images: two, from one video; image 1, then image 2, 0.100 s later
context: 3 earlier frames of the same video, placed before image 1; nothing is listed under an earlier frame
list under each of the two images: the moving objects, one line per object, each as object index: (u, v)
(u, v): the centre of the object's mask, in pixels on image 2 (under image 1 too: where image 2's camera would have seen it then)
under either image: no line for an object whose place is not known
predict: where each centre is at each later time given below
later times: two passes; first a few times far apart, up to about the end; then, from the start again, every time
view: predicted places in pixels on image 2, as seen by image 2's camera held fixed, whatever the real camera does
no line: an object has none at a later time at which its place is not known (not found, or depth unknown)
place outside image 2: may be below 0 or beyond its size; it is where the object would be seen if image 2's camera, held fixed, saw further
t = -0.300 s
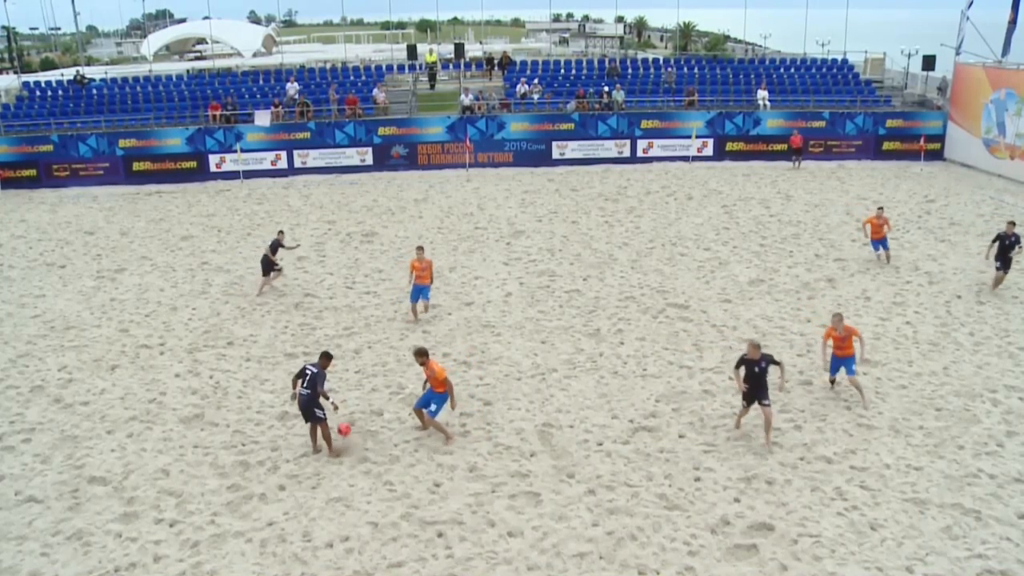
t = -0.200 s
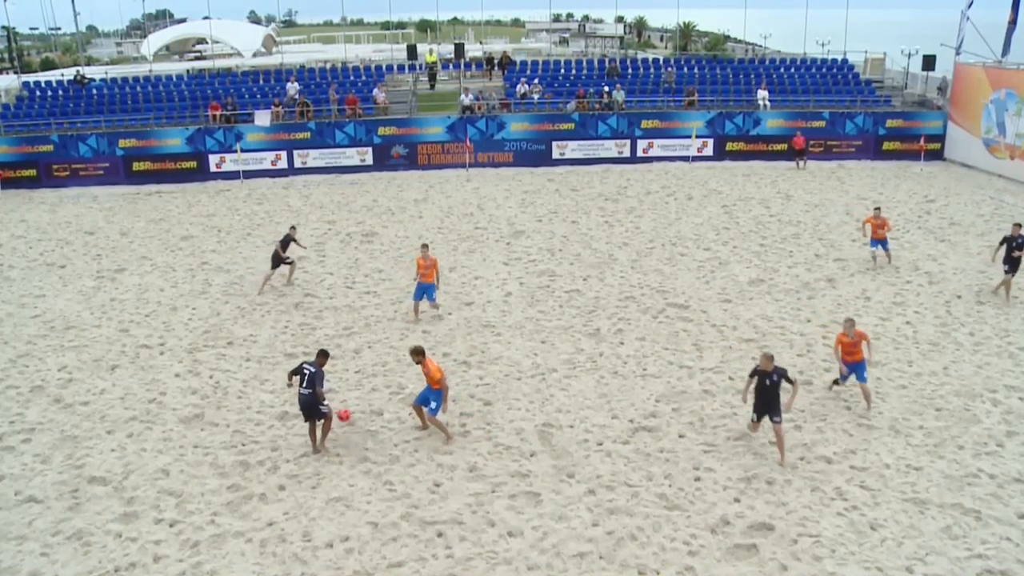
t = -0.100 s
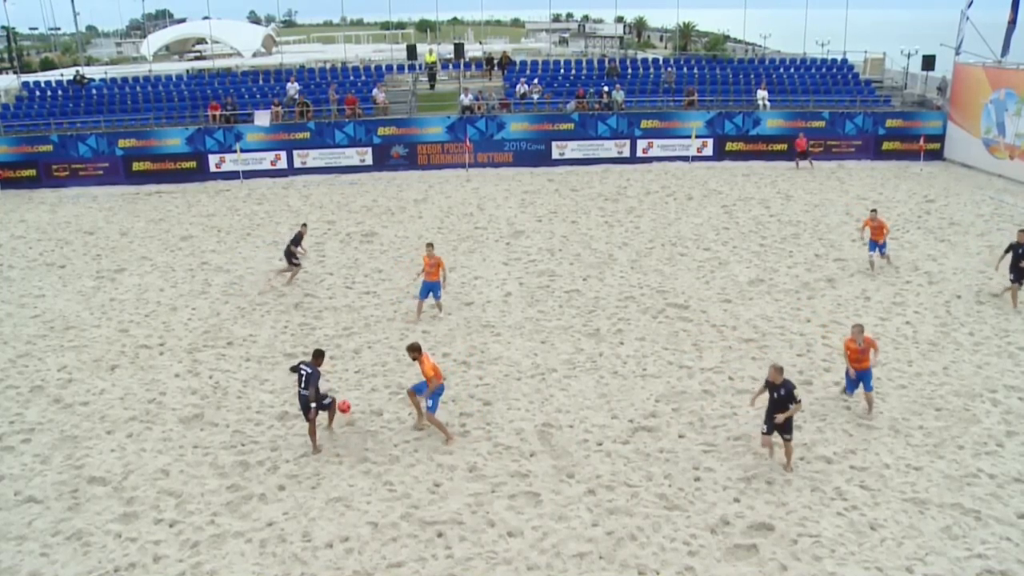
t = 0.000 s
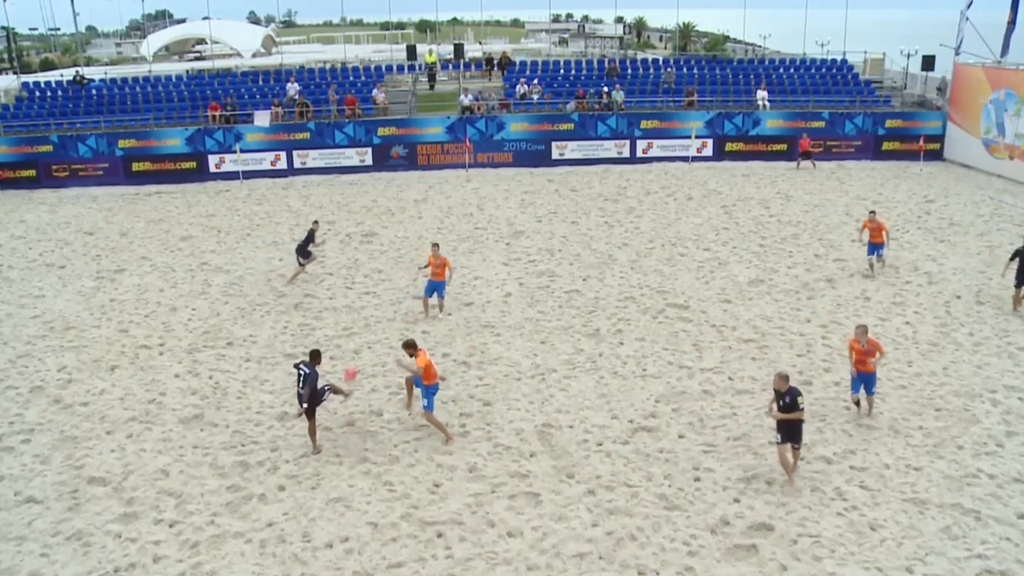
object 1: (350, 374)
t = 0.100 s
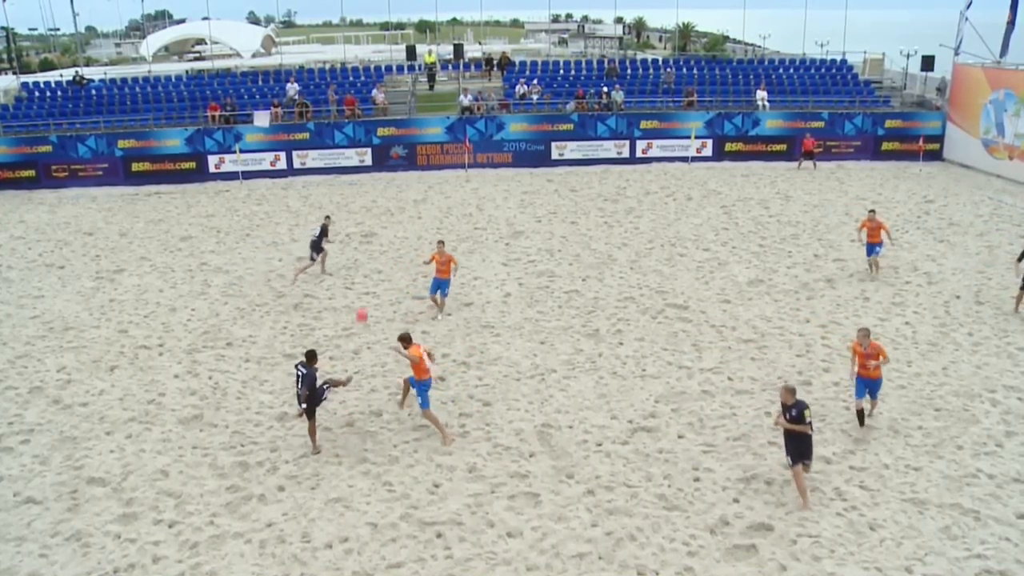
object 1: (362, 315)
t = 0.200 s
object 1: (372, 267)
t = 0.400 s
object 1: (390, 201)
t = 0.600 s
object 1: (402, 164)
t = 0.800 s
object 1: (411, 152)
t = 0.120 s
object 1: (364, 305)
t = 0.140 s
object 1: (366, 295)
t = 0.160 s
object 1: (368, 285)
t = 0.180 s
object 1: (370, 276)
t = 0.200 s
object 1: (372, 267)
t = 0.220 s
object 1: (375, 258)
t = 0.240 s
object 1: (377, 251)
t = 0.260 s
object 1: (379, 243)
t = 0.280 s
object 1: (380, 236)
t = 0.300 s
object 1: (382, 229)
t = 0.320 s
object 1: (384, 223)
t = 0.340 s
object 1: (385, 217)
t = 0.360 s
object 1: (387, 212)
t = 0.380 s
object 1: (388, 206)
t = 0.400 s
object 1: (390, 201)
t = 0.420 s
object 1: (391, 196)
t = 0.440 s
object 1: (393, 191)
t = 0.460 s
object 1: (394, 187)
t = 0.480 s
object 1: (395, 183)
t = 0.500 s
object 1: (396, 179)
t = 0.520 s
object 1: (398, 175)
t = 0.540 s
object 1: (399, 172)
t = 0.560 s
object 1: (400, 169)
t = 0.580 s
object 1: (401, 167)
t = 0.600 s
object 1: (402, 164)
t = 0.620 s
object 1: (403, 163)
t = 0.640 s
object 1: (405, 161)
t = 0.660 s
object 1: (406, 159)
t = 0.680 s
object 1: (406, 157)
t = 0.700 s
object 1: (408, 156)
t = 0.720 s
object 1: (409, 154)
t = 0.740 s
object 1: (409, 154)
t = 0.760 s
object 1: (410, 153)
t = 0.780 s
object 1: (411, 152)
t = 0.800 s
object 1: (411, 152)
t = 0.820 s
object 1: (412, 151)
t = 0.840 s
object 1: (413, 151)
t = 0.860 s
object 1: (414, 151)
